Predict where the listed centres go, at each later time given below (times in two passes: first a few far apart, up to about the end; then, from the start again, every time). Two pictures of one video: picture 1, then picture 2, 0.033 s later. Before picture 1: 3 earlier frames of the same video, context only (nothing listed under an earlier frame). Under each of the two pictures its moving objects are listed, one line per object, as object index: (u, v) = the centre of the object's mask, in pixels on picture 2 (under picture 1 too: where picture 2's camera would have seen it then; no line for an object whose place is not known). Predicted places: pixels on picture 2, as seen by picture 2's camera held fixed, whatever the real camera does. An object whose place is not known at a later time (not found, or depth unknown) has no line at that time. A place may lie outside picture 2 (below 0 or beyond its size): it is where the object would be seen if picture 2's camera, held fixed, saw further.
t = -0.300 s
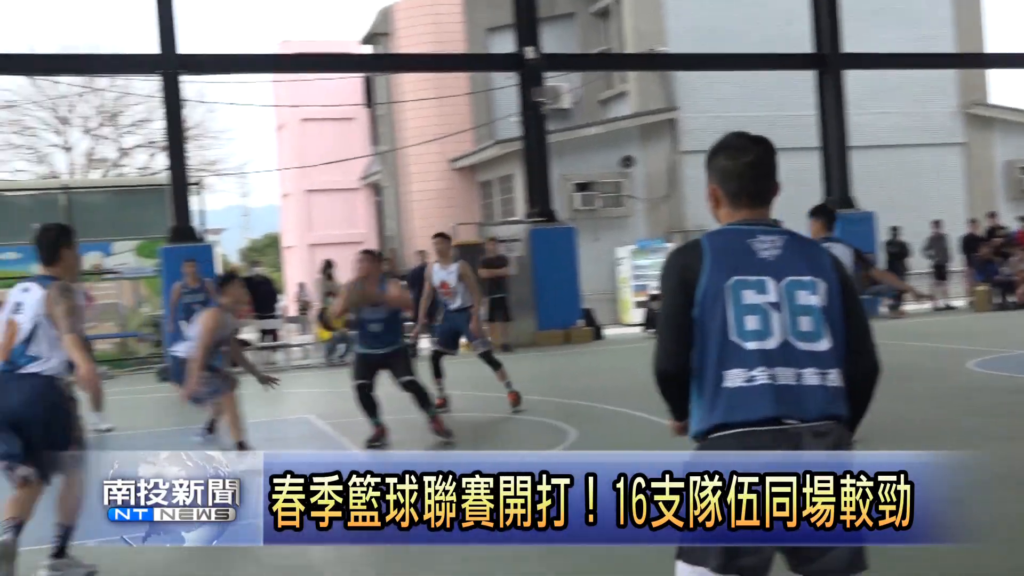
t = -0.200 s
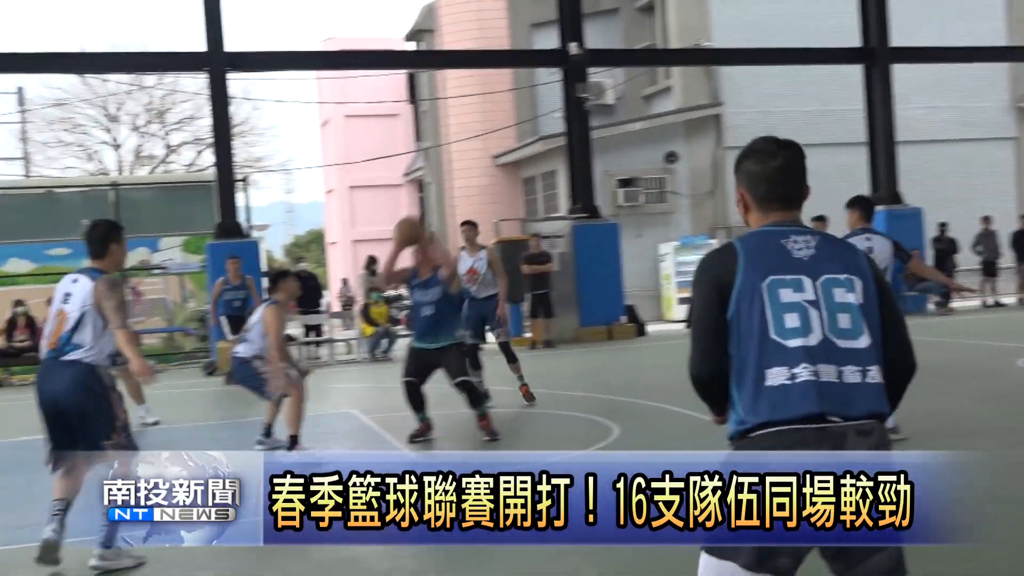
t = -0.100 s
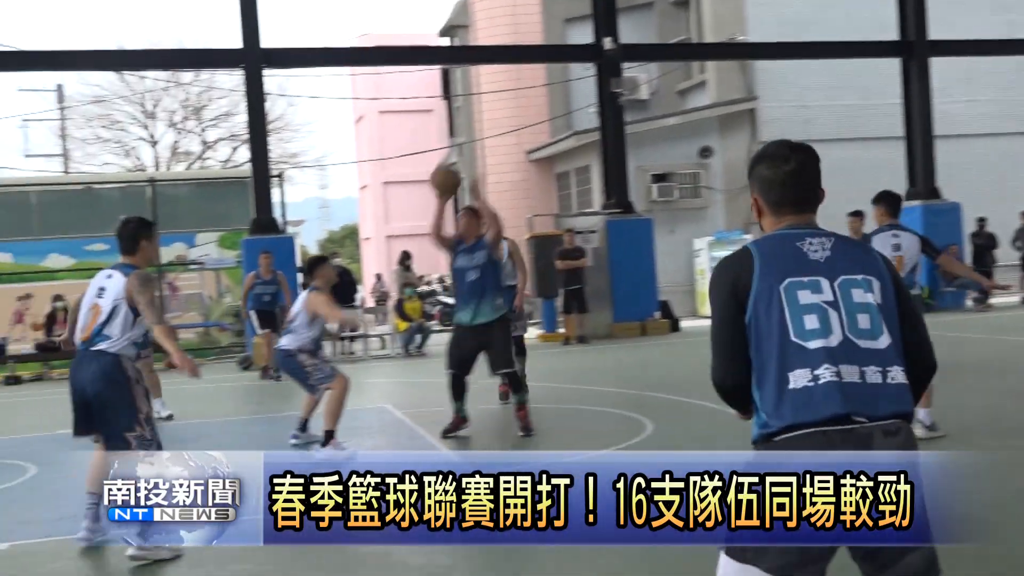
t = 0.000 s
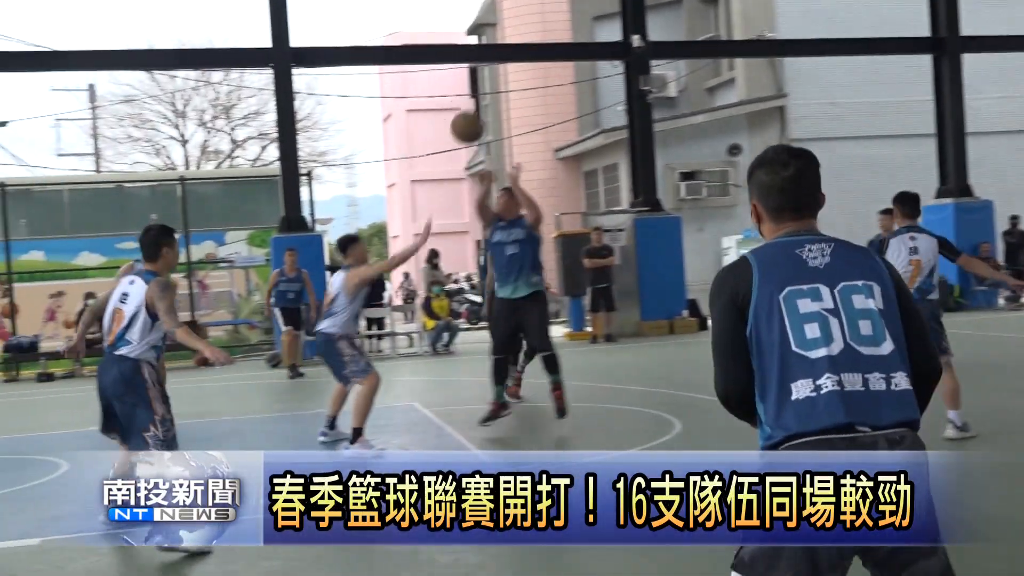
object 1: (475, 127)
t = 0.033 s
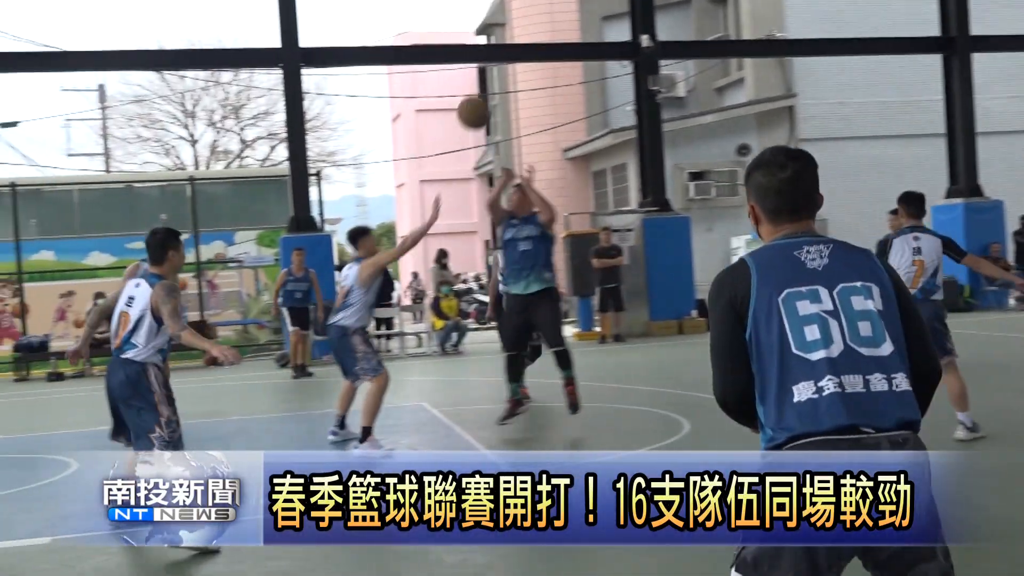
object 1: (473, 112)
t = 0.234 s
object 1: (463, 42)
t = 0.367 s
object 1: (454, 18)
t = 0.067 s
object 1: (472, 98)
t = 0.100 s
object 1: (471, 84)
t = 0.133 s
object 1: (470, 72)
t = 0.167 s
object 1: (468, 61)
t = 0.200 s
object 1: (465, 51)
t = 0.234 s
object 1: (463, 42)
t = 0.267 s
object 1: (461, 34)
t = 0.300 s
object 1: (459, 26)
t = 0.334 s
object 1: (457, 21)
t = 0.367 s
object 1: (454, 18)
